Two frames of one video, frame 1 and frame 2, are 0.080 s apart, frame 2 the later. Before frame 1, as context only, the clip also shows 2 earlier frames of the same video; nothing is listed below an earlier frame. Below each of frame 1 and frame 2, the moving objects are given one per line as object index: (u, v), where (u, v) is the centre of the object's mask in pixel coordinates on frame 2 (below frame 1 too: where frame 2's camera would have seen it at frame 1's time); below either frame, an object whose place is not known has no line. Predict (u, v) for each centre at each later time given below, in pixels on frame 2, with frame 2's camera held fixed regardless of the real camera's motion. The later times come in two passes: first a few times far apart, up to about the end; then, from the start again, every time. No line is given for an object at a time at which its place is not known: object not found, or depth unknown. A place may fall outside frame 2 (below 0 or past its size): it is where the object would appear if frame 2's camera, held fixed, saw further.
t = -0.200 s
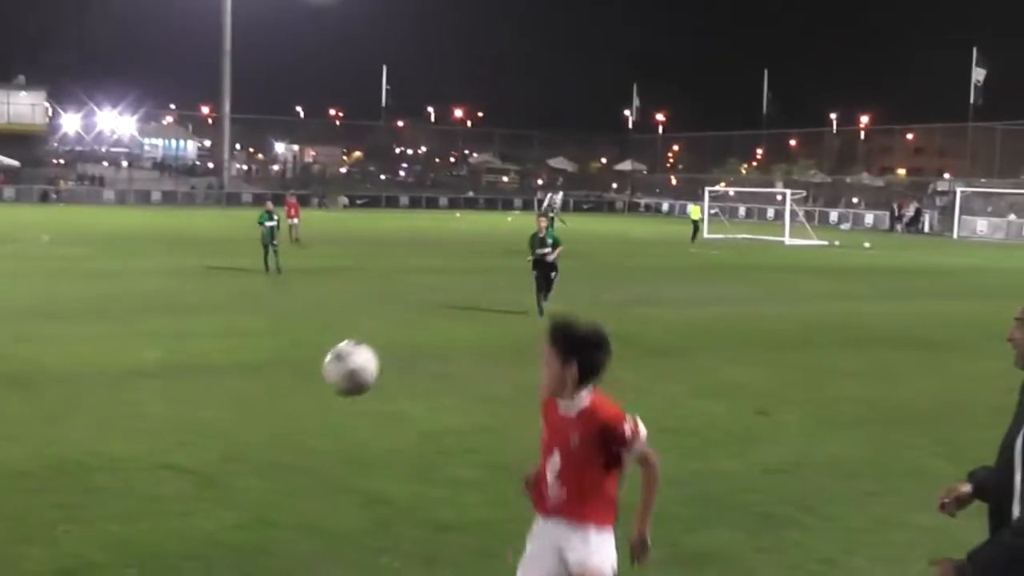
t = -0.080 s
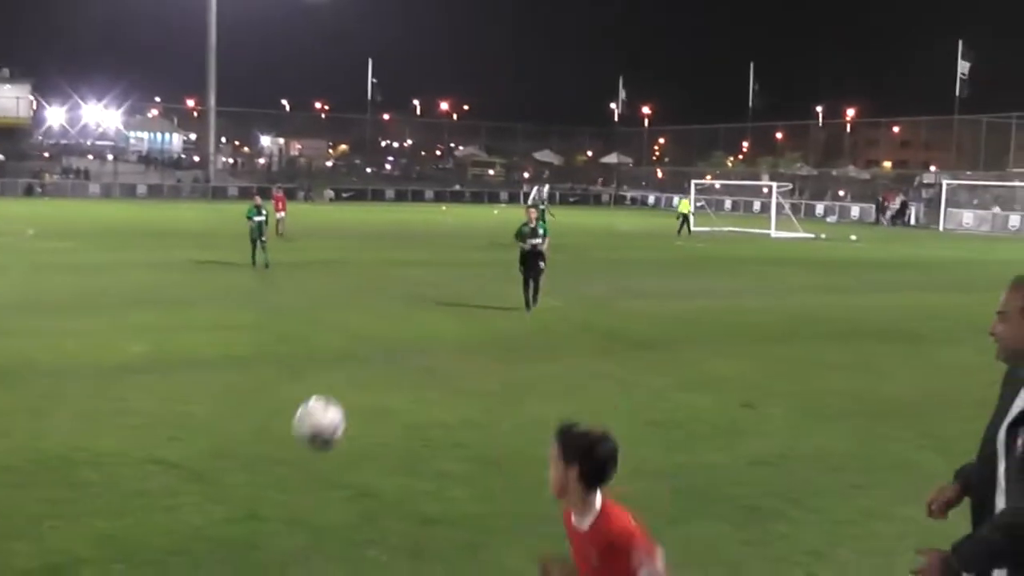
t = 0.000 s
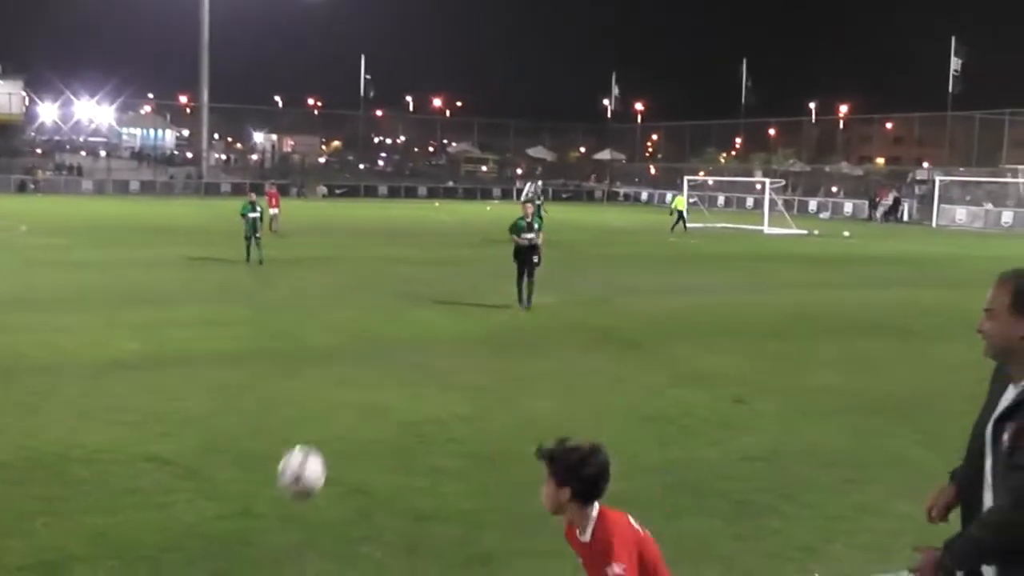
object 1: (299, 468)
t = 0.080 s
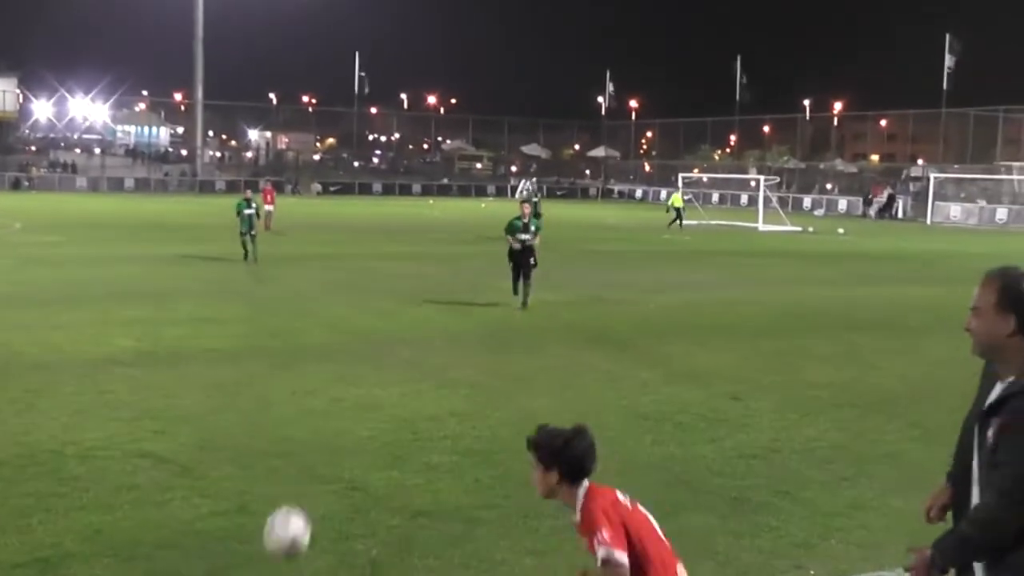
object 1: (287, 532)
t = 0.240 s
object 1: (289, 482)
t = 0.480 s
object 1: (296, 406)
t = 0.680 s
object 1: (302, 424)
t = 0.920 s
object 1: (310, 485)
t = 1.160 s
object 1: (317, 439)
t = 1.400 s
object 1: (323, 477)
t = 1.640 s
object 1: (329, 453)
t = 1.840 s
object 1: (333, 452)
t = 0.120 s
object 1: (284, 559)
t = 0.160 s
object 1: (286, 533)
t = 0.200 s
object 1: (288, 505)
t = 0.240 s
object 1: (289, 482)
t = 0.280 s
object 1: (290, 461)
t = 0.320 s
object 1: (291, 444)
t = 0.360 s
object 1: (293, 429)
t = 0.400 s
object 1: (294, 418)
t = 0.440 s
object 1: (295, 411)
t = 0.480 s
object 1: (296, 406)
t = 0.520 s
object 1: (297, 404)
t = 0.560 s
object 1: (299, 405)
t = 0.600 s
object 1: (300, 408)
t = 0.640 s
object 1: (301, 415)
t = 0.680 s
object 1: (302, 424)
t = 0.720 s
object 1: (303, 435)
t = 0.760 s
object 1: (305, 451)
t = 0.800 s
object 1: (307, 467)
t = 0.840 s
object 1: (308, 486)
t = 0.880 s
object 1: (309, 502)
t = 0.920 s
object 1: (310, 485)
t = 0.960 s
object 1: (311, 471)
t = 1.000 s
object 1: (312, 459)
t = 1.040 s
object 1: (313, 450)
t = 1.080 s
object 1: (315, 443)
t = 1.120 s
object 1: (316, 440)
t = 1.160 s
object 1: (317, 439)
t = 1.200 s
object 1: (318, 440)
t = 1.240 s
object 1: (319, 443)
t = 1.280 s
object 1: (320, 449)
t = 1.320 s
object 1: (322, 458)
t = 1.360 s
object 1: (322, 469)
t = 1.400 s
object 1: (323, 477)
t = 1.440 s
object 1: (324, 468)
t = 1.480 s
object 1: (325, 459)
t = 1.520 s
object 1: (327, 454)
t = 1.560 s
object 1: (327, 452)
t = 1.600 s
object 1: (328, 452)
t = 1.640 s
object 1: (329, 453)
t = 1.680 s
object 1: (330, 457)
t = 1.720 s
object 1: (331, 463)
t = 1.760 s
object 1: (332, 459)
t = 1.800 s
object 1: (333, 455)
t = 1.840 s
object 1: (333, 452)
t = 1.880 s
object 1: (334, 452)
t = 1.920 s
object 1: (335, 456)
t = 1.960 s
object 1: (336, 454)
